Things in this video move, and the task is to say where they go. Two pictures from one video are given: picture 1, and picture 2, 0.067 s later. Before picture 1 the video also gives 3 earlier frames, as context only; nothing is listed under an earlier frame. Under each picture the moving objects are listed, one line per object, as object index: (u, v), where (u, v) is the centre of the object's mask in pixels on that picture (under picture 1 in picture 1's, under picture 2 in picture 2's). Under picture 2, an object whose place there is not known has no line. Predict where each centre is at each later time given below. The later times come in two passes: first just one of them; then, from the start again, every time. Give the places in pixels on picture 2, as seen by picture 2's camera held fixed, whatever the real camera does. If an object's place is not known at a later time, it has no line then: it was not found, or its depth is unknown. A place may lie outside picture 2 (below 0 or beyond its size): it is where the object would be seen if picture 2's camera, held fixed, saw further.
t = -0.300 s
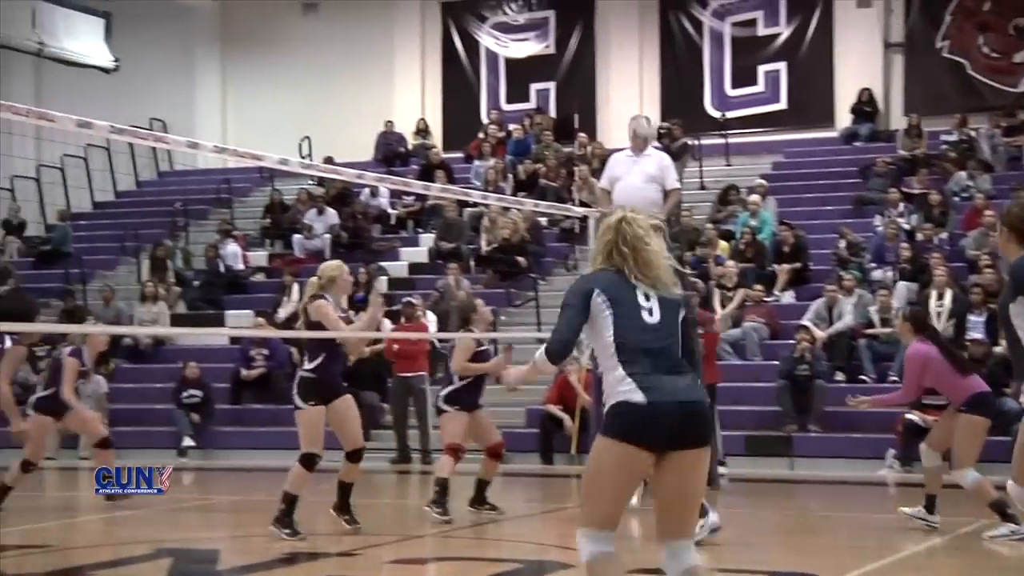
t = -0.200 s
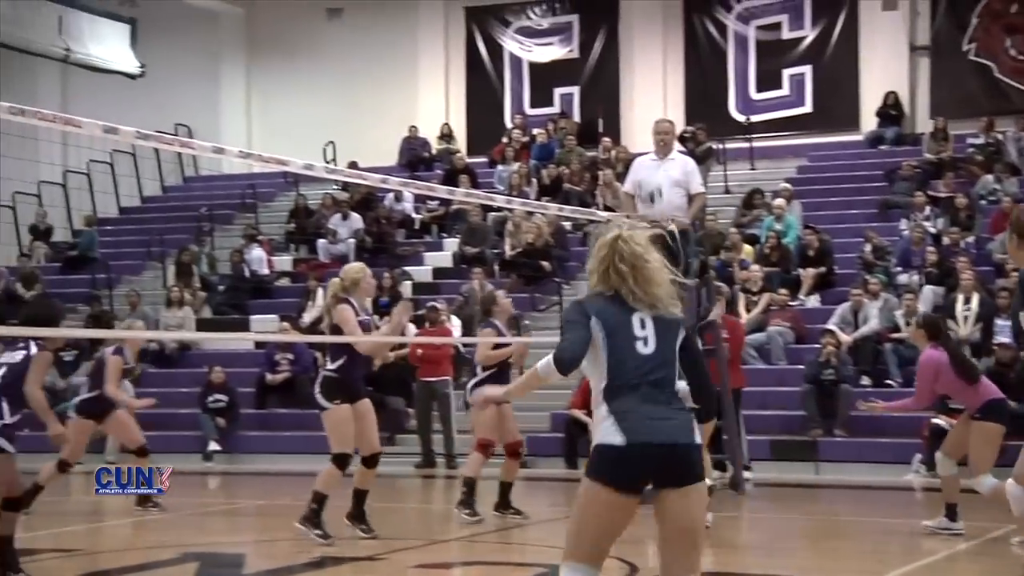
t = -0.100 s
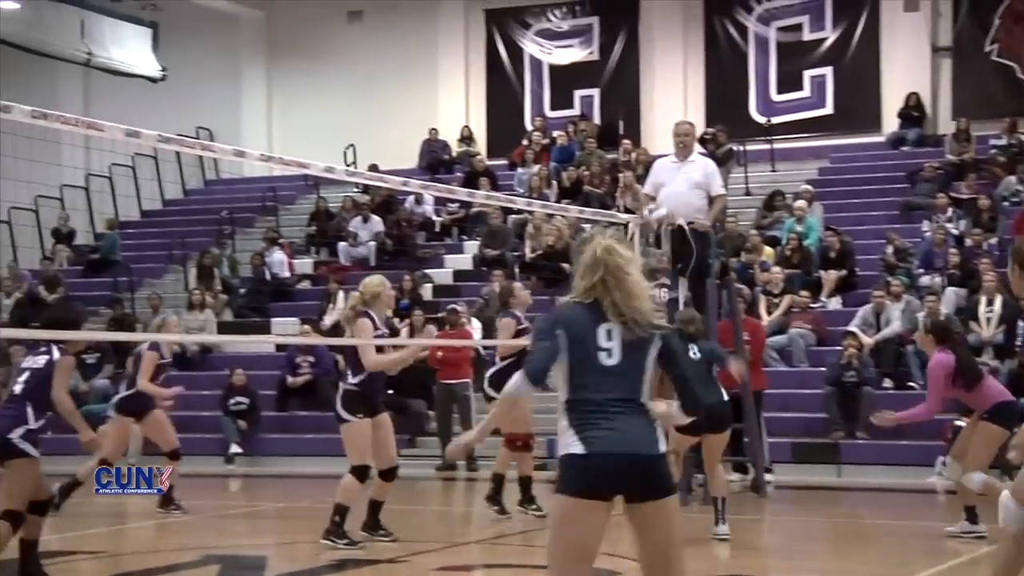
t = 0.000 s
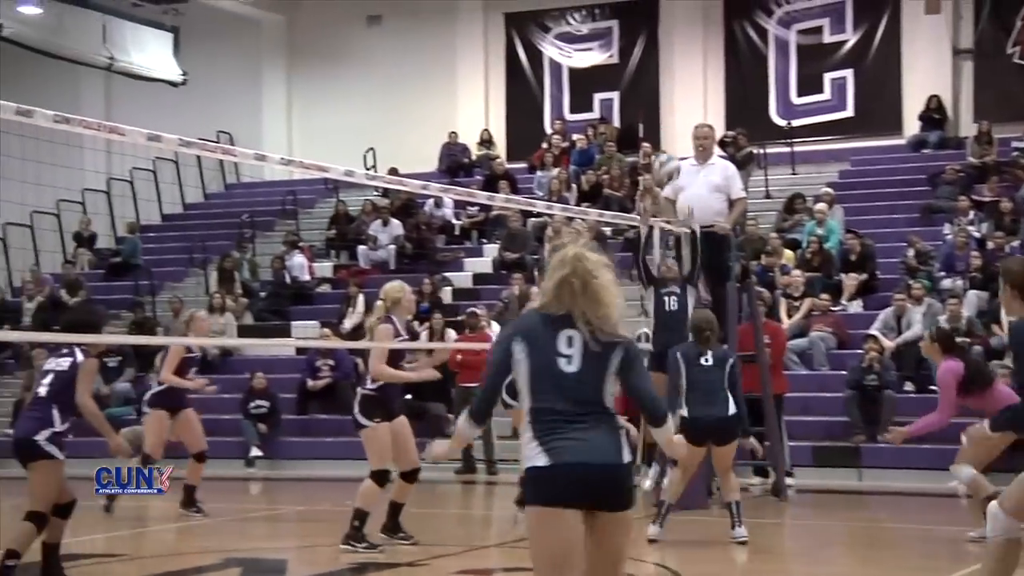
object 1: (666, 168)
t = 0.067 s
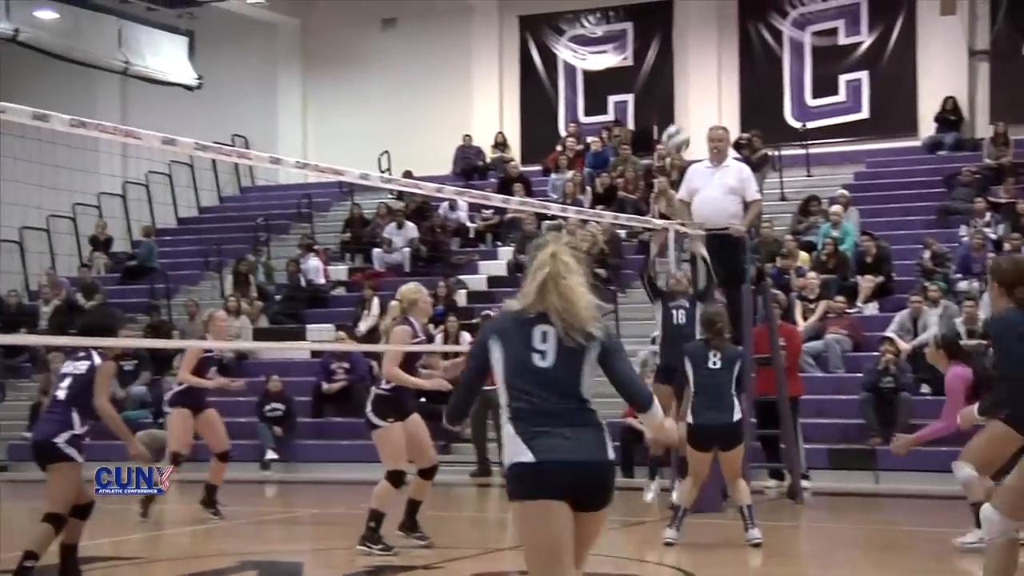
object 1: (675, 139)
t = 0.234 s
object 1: (662, 88)
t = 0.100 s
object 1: (672, 127)
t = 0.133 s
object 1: (670, 115)
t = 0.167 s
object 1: (668, 105)
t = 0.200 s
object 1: (665, 96)
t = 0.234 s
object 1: (662, 88)
